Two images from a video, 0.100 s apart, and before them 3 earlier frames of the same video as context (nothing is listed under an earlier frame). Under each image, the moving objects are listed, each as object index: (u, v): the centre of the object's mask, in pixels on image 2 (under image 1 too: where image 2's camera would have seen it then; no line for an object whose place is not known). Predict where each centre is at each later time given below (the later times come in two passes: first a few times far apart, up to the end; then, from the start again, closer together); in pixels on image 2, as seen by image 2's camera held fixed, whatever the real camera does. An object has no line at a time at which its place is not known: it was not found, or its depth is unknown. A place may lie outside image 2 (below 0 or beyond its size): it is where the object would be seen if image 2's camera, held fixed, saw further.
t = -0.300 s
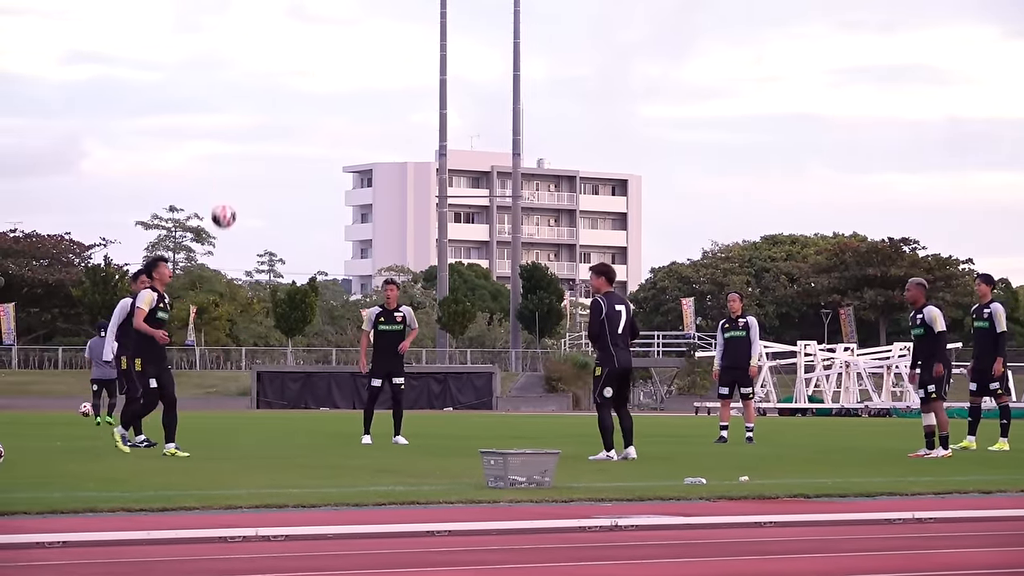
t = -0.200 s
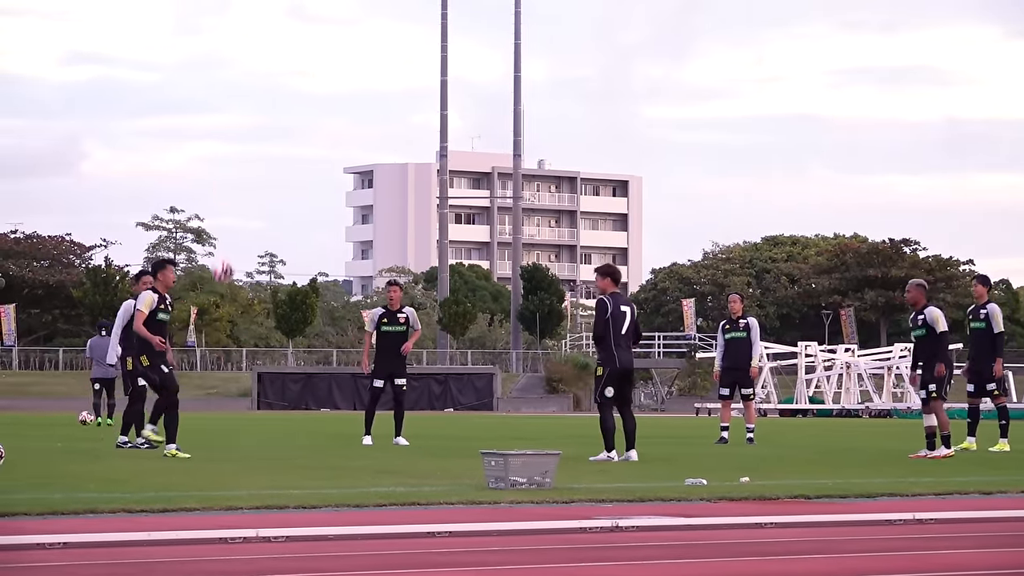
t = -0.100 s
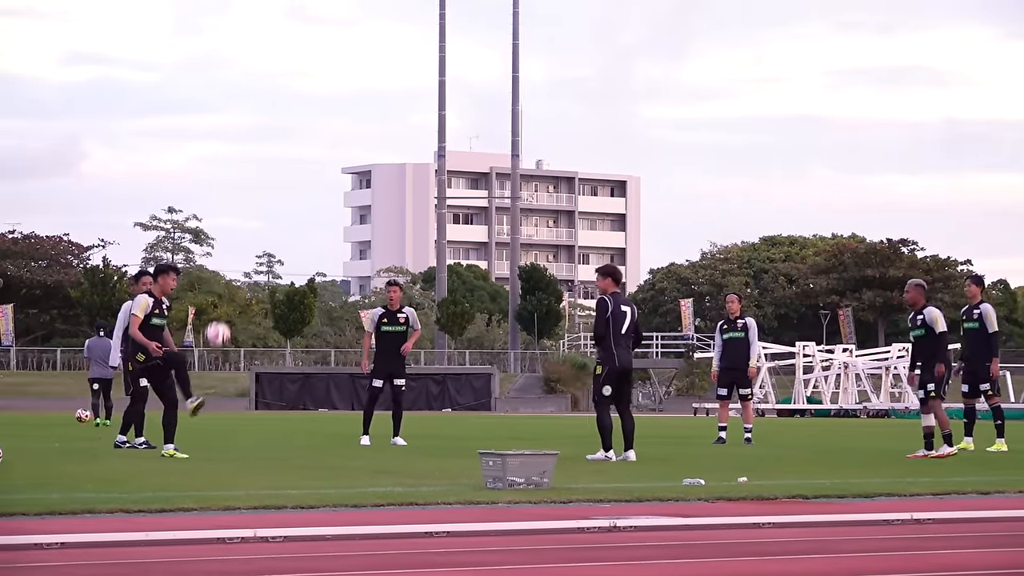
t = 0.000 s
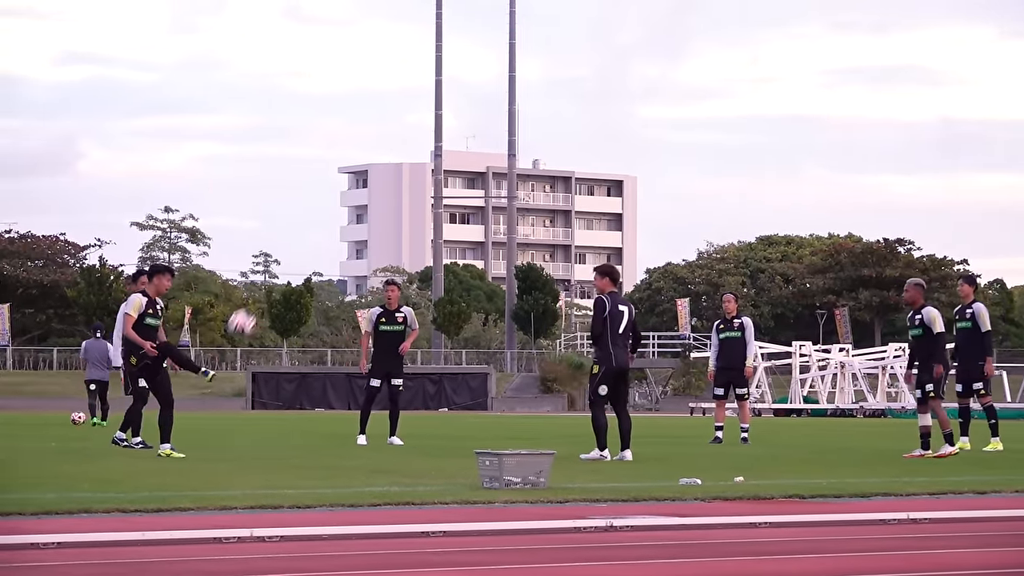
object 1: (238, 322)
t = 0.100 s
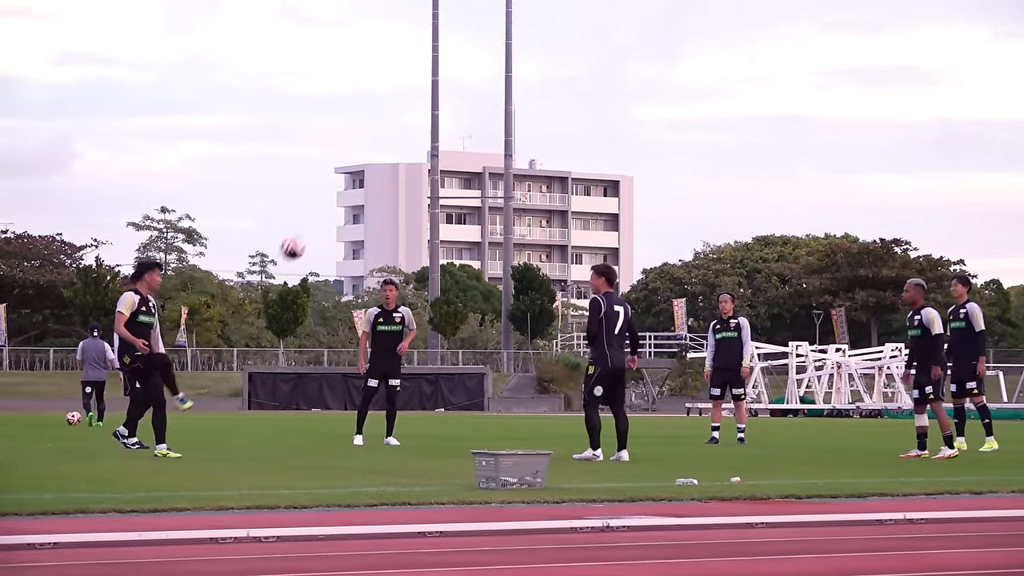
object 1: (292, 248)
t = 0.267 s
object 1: (378, 152)
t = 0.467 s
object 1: (476, 85)
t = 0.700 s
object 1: (580, 64)
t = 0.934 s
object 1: (676, 101)
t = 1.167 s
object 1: (763, 188)
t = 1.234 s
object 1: (787, 221)
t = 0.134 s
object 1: (310, 226)
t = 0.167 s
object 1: (328, 205)
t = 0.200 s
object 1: (345, 186)
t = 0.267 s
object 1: (378, 152)
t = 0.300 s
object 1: (395, 138)
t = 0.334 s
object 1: (412, 125)
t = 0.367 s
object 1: (429, 112)
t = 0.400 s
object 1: (444, 101)
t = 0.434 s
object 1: (461, 93)
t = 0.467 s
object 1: (476, 85)
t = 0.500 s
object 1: (491, 78)
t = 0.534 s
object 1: (507, 72)
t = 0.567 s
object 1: (522, 69)
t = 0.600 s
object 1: (537, 66)
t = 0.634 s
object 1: (552, 64)
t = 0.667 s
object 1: (567, 63)
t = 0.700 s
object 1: (580, 64)
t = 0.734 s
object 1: (594, 67)
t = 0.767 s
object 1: (609, 69)
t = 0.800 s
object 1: (623, 73)
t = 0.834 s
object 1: (636, 78)
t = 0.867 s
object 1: (649, 84)
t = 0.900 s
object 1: (662, 92)
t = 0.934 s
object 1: (676, 101)
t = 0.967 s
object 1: (689, 110)
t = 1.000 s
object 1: (702, 120)
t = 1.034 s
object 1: (714, 131)
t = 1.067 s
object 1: (727, 145)
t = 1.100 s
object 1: (739, 158)
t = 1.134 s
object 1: (750, 172)
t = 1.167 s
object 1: (763, 188)
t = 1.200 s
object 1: (775, 204)
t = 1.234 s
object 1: (787, 221)
